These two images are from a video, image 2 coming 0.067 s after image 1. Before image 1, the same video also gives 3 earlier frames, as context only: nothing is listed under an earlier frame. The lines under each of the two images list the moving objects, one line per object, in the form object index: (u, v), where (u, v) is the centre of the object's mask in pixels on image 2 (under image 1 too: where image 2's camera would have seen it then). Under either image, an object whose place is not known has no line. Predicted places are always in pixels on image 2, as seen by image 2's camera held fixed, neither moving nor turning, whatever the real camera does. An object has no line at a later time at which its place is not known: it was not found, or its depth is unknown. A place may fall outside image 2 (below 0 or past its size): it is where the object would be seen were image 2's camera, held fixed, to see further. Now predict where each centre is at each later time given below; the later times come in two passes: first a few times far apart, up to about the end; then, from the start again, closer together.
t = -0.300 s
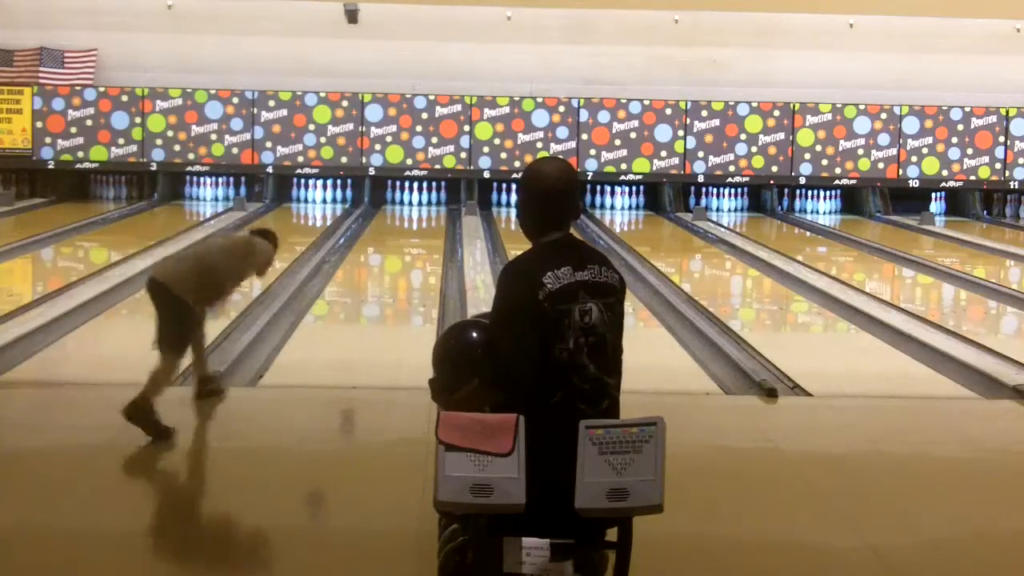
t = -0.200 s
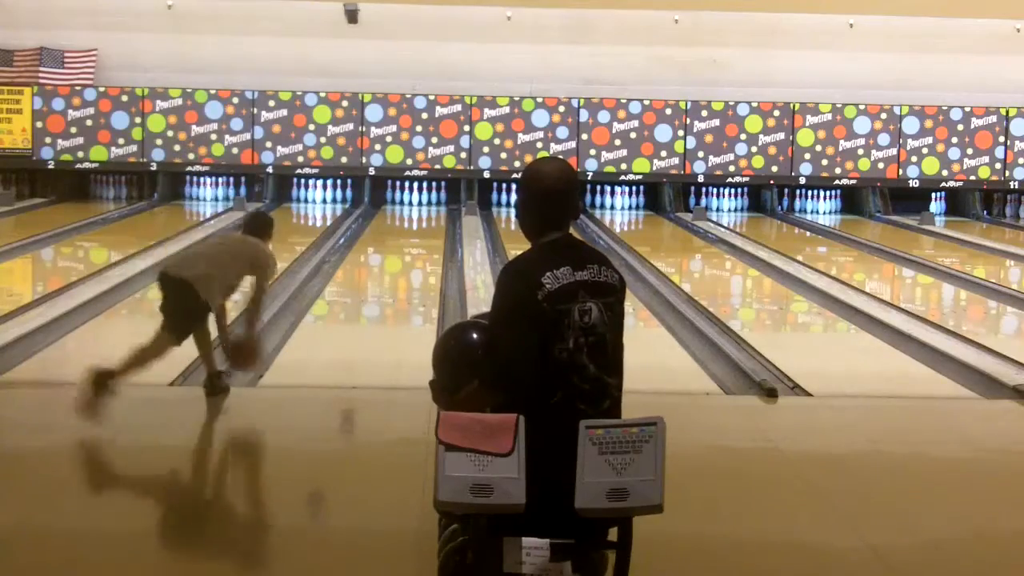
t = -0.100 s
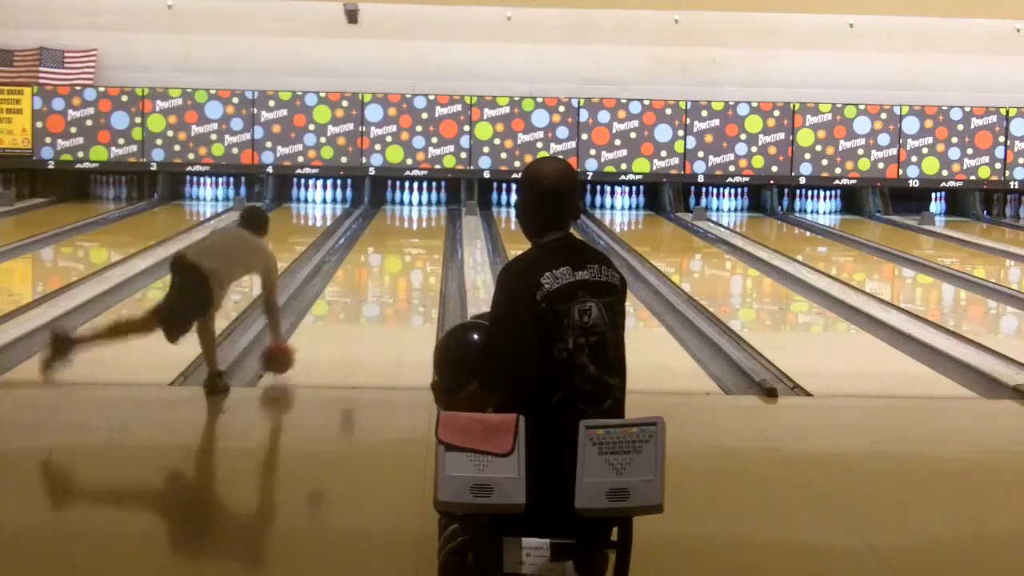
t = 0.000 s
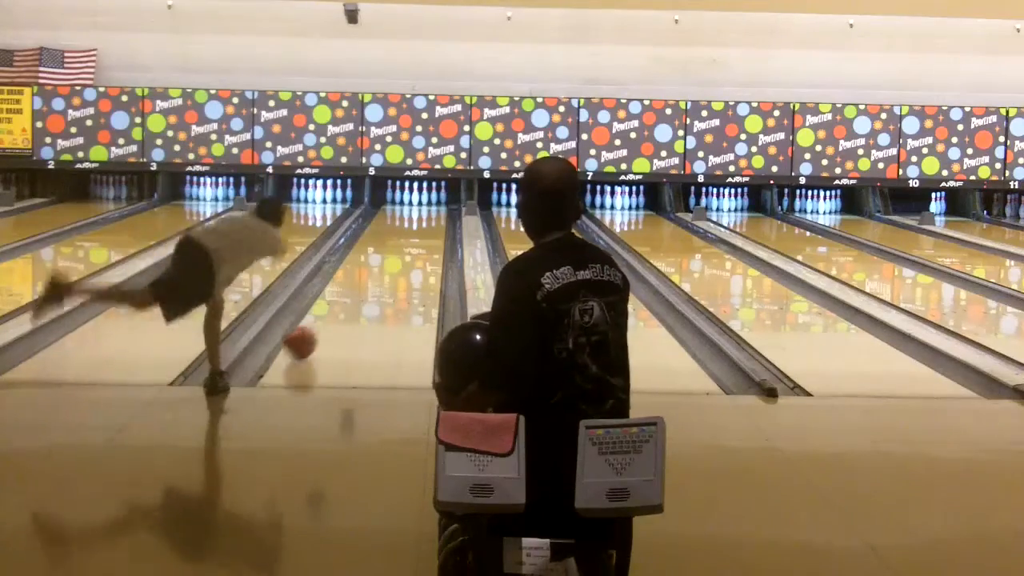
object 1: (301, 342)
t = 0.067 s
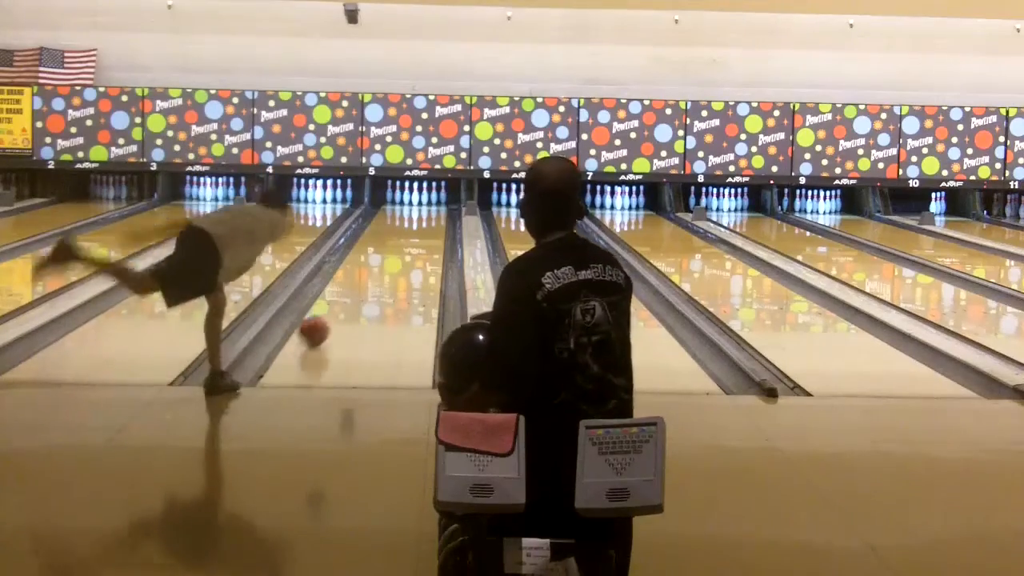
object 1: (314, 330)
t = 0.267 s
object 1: (346, 302)
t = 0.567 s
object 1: (381, 272)
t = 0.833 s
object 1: (403, 251)
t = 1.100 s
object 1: (418, 236)
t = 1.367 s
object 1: (427, 224)
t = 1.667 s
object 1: (429, 211)
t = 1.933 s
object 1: (426, 203)
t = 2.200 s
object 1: (424, 198)
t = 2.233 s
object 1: (425, 198)
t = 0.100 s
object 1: (320, 325)
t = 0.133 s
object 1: (325, 321)
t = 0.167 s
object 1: (331, 315)
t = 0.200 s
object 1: (337, 310)
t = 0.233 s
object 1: (341, 307)
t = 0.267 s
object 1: (346, 302)
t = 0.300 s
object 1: (351, 298)
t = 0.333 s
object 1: (355, 295)
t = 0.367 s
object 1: (359, 291)
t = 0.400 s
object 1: (363, 287)
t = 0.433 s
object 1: (367, 284)
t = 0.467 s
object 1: (370, 281)
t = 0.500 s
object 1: (374, 278)
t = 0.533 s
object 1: (378, 275)
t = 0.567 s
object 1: (381, 272)
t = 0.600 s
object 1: (384, 269)
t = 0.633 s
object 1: (387, 267)
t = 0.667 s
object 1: (390, 264)
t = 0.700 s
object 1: (393, 261)
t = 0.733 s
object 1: (395, 259)
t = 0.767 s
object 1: (398, 256)
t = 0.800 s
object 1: (400, 254)
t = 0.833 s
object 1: (403, 251)
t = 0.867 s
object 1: (405, 249)
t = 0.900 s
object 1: (406, 247)
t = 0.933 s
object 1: (409, 246)
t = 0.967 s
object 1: (411, 243)
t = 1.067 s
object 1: (416, 238)
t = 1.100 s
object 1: (418, 236)
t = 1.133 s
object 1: (419, 235)
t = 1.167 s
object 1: (421, 232)
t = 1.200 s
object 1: (422, 231)
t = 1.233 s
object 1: (423, 229)
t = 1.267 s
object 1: (425, 228)
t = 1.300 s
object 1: (426, 227)
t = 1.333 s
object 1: (426, 225)
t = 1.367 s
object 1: (427, 224)
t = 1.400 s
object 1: (428, 223)
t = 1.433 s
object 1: (428, 221)
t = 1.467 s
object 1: (428, 220)
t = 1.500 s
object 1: (429, 217)
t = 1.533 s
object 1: (429, 216)
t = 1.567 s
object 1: (429, 215)
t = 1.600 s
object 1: (429, 214)
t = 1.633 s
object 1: (430, 213)
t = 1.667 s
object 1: (429, 211)
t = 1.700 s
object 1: (428, 210)
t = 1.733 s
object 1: (428, 210)
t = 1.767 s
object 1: (428, 209)
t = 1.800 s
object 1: (428, 207)
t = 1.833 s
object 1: (427, 207)
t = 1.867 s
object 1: (426, 206)
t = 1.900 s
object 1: (426, 204)
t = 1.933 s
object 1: (426, 203)
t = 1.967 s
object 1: (425, 203)
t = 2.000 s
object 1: (424, 202)
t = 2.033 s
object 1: (423, 201)
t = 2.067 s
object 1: (423, 200)
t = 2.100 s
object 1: (423, 201)
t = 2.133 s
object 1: (423, 200)
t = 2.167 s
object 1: (423, 199)
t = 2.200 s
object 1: (424, 198)
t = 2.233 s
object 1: (425, 198)
